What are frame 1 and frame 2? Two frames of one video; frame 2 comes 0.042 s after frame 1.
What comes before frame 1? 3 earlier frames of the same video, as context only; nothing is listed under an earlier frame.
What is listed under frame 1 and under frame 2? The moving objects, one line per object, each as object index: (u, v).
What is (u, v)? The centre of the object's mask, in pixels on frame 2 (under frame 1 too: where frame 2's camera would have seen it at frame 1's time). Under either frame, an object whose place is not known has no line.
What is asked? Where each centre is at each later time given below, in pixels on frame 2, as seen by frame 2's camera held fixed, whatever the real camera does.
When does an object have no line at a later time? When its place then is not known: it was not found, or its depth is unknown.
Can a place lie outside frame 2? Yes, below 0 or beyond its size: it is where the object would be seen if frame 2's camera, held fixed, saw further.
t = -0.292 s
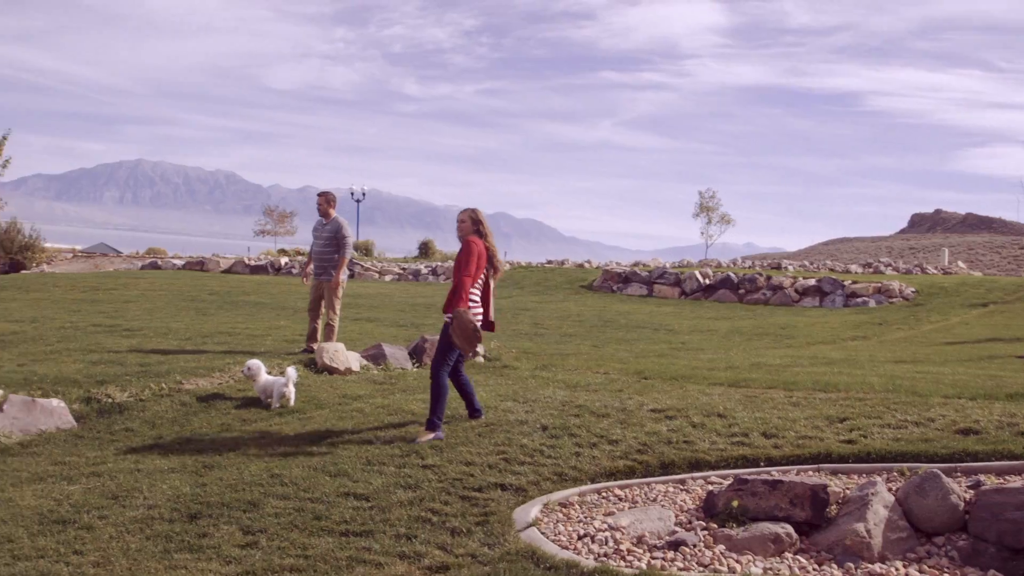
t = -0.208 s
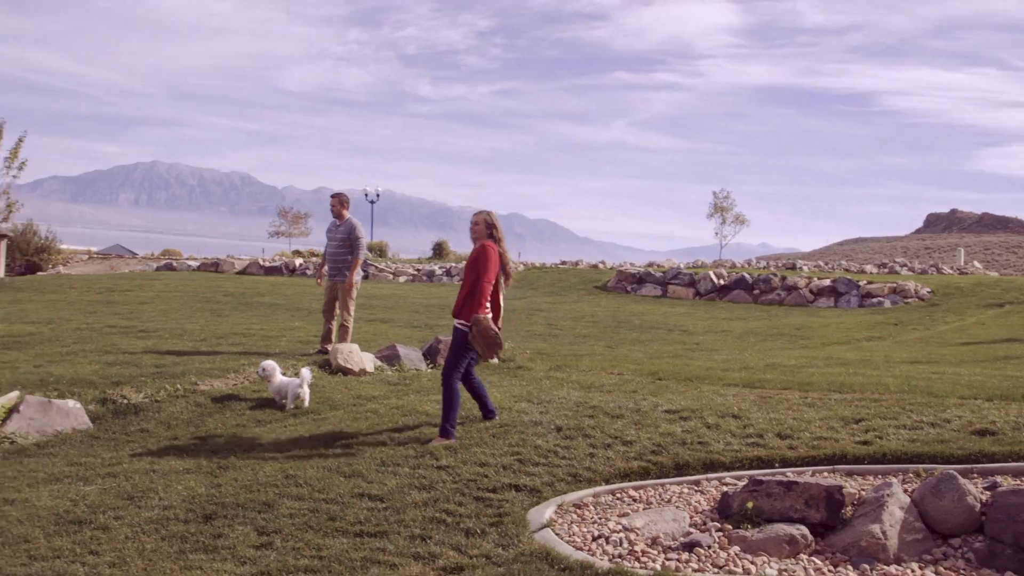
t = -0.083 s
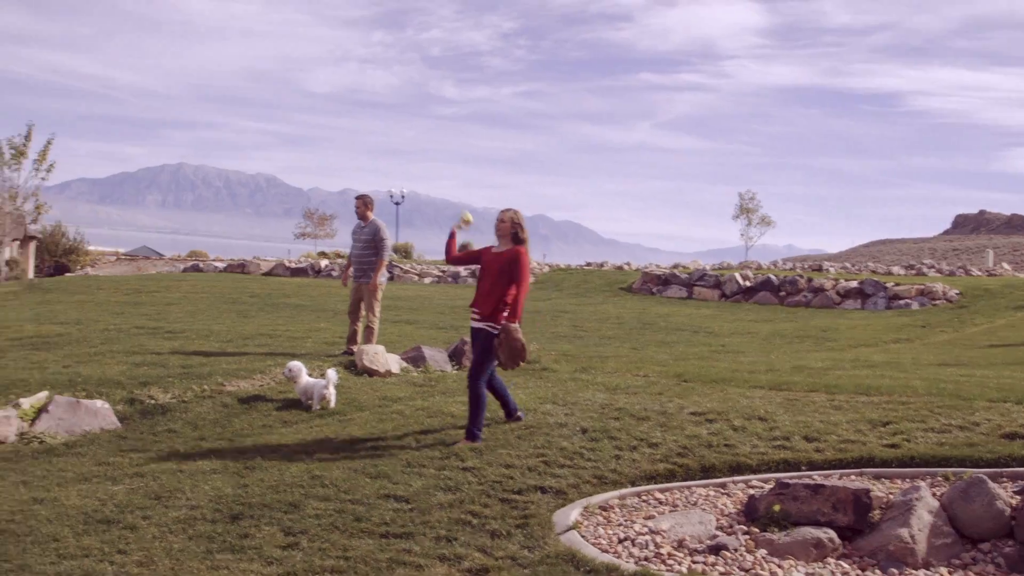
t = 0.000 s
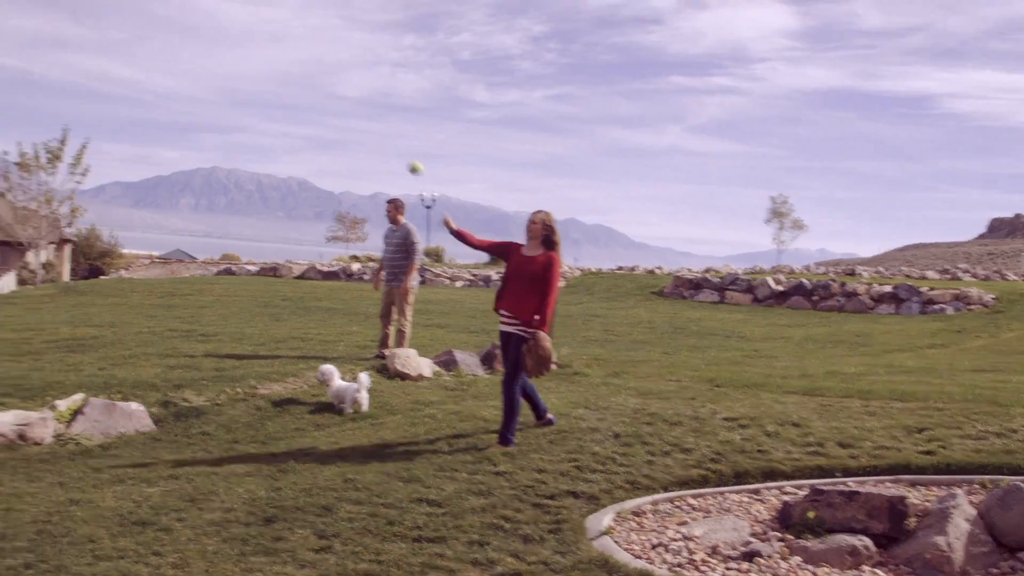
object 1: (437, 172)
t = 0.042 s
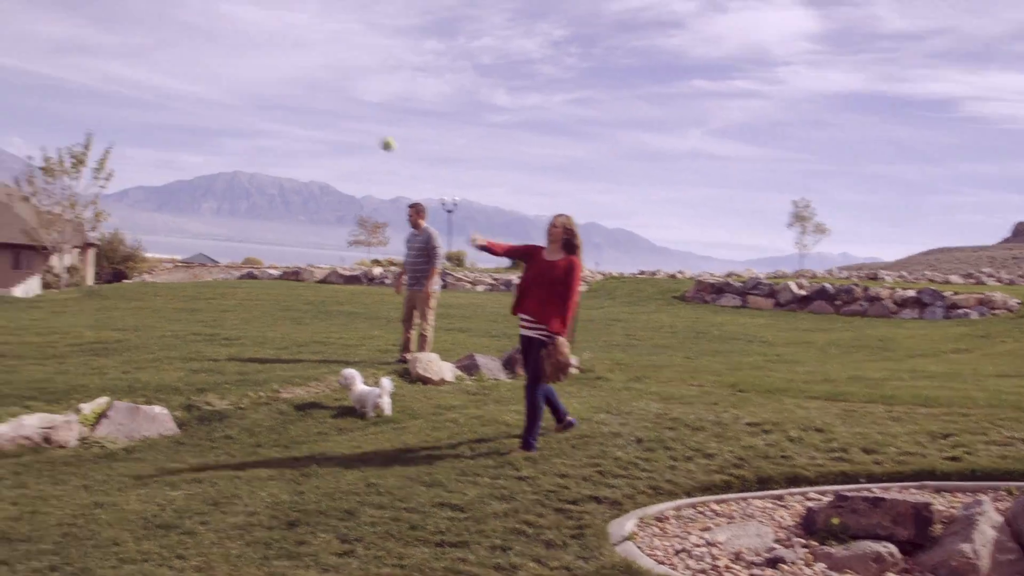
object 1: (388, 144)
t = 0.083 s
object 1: (335, 117)
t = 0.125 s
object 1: (277, 89)
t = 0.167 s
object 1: (214, 62)
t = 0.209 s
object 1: (147, 36)
